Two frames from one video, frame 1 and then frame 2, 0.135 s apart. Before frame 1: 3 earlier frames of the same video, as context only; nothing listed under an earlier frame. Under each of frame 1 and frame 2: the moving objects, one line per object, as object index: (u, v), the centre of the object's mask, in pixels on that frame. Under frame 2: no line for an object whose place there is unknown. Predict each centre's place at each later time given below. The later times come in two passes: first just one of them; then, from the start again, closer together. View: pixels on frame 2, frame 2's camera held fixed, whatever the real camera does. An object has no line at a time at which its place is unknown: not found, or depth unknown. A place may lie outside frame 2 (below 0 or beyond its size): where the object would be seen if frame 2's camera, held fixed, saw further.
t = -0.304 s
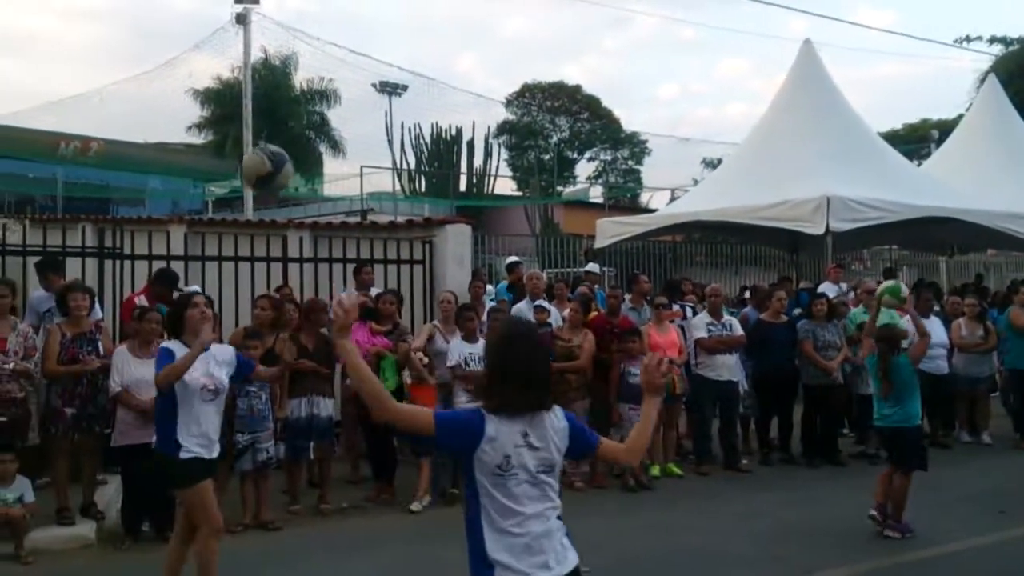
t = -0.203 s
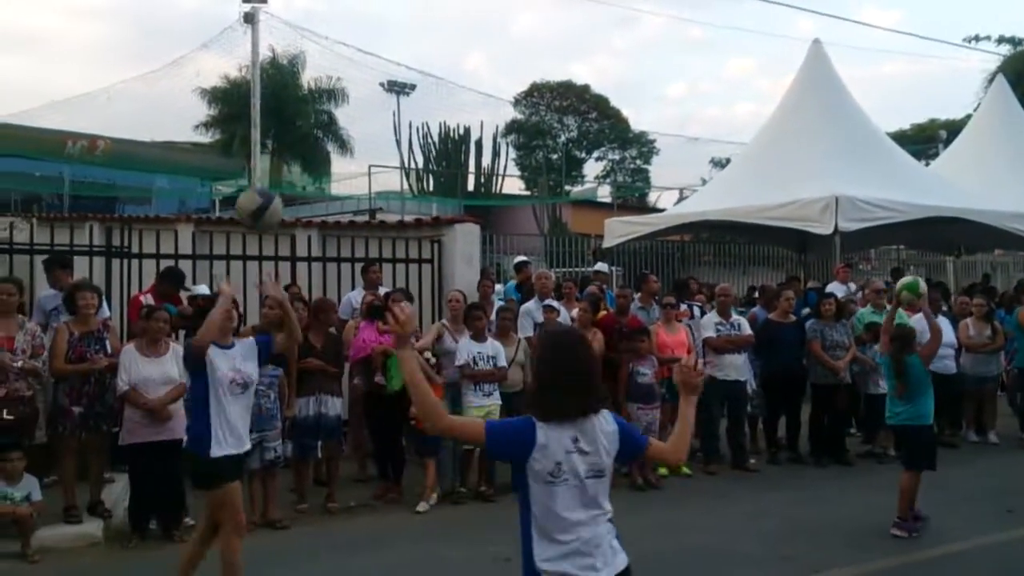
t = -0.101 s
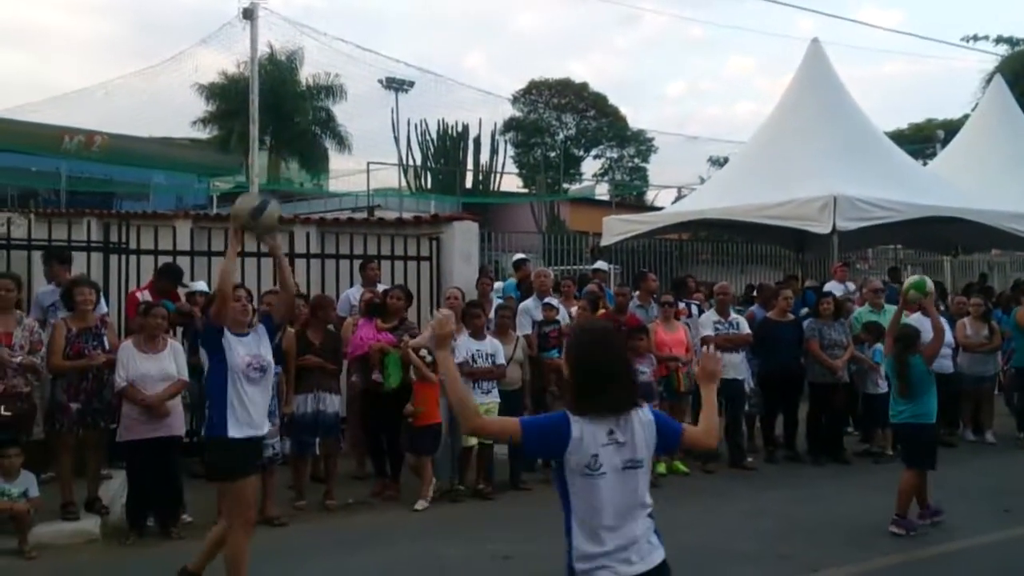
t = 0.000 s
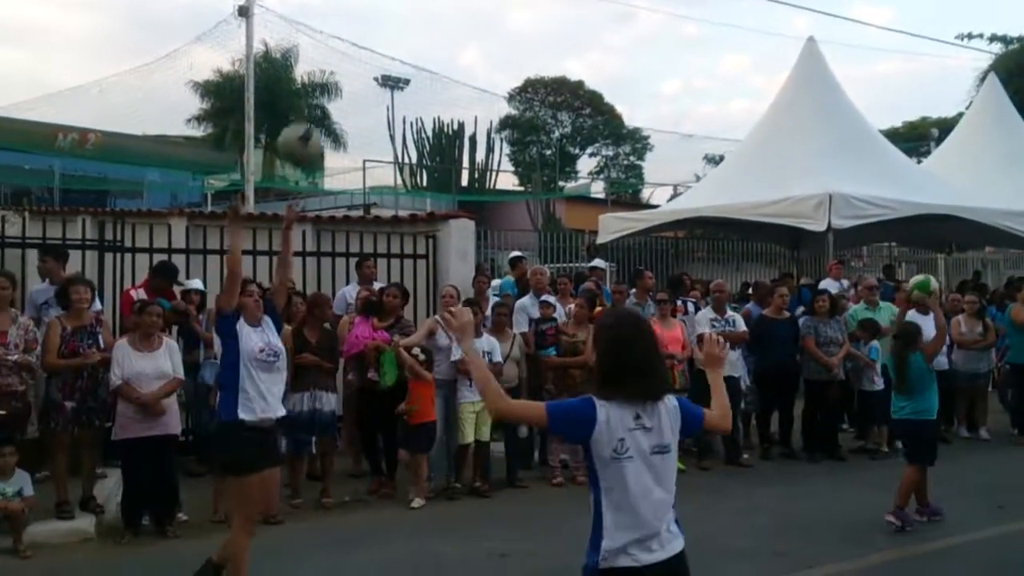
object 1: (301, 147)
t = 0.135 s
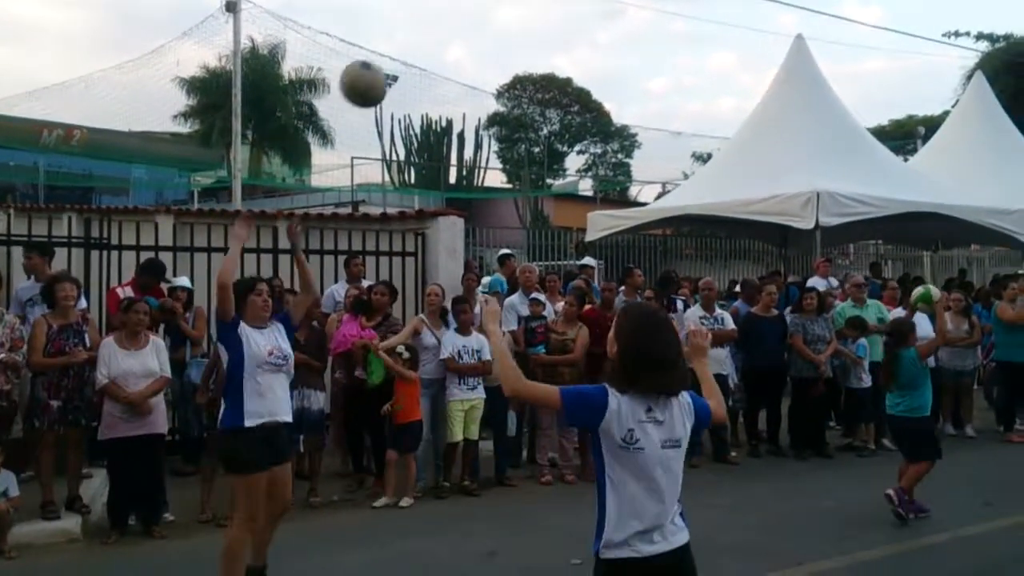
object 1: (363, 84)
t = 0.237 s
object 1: (423, 64)
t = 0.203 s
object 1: (403, 68)
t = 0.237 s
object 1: (423, 64)
